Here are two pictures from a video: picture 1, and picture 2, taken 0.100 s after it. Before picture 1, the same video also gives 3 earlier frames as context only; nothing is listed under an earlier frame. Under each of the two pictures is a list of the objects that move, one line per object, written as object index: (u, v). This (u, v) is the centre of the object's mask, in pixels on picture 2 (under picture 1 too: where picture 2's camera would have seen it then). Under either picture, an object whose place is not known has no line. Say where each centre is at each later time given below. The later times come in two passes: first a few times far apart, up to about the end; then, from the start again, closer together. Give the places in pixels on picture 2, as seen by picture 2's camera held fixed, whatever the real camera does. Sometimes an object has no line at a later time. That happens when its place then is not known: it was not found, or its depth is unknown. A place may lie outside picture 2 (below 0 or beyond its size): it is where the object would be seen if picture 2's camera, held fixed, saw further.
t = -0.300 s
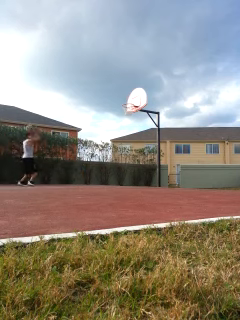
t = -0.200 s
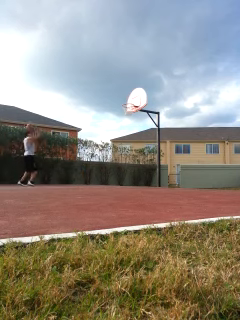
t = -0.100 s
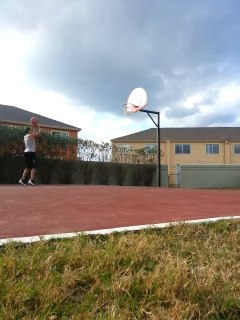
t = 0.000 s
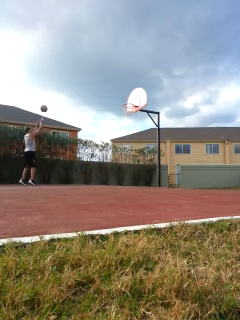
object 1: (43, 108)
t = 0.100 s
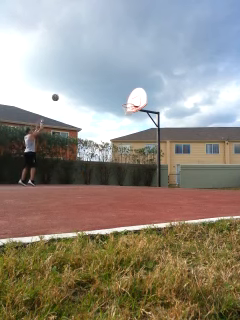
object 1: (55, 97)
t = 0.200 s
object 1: (65, 89)
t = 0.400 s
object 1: (85, 82)
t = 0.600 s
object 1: (104, 85)
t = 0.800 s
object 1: (121, 98)
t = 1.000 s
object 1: (133, 111)
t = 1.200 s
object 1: (134, 120)
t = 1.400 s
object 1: (136, 139)
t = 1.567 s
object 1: (137, 162)
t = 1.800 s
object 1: (136, 168)
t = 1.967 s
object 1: (133, 152)
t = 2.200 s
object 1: (129, 139)
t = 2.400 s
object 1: (127, 139)
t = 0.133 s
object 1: (58, 94)
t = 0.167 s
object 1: (62, 91)
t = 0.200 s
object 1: (65, 89)
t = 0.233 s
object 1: (68, 87)
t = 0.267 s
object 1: (72, 85)
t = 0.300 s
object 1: (76, 84)
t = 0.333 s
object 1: (79, 83)
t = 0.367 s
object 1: (82, 82)
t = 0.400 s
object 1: (85, 82)
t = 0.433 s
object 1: (89, 82)
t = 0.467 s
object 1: (92, 82)
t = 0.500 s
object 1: (95, 82)
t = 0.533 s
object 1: (98, 83)
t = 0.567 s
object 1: (101, 84)
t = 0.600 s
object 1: (104, 85)
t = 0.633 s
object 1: (107, 87)
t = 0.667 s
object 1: (110, 89)
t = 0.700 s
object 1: (113, 91)
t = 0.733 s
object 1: (115, 93)
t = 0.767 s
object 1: (118, 95)
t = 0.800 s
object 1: (121, 98)
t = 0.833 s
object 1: (123, 101)
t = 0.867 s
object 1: (126, 104)
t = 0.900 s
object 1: (129, 107)
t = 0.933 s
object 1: (131, 111)
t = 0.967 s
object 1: (133, 111)
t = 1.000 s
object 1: (133, 111)
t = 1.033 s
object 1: (133, 113)
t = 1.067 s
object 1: (134, 114)
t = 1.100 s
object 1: (134, 114)
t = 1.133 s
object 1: (134, 116)
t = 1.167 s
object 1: (134, 119)
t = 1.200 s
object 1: (134, 120)
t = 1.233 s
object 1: (135, 123)
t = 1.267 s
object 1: (135, 126)
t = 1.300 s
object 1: (135, 128)
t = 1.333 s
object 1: (135, 132)
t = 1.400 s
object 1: (136, 139)
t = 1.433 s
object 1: (136, 143)
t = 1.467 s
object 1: (137, 148)
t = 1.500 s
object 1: (137, 152)
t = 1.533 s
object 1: (137, 156)
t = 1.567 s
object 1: (137, 162)
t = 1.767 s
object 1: (137, 173)
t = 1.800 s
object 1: (136, 168)
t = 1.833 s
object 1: (136, 164)
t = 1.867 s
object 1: (137, 162)
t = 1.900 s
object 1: (134, 156)
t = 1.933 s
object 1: (134, 156)
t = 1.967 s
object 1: (133, 152)
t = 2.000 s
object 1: (133, 148)
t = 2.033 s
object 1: (133, 147)
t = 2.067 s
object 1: (132, 144)
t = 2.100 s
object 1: (131, 142)
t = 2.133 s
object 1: (131, 141)
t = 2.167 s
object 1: (130, 139)
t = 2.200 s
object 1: (129, 139)
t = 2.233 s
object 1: (128, 139)
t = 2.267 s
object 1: (128, 139)
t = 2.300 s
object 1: (127, 139)
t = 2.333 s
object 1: (127, 139)
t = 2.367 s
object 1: (127, 138)
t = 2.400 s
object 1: (127, 139)
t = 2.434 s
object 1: (125, 140)
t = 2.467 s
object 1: (125, 140)
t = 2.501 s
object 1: (125, 142)
